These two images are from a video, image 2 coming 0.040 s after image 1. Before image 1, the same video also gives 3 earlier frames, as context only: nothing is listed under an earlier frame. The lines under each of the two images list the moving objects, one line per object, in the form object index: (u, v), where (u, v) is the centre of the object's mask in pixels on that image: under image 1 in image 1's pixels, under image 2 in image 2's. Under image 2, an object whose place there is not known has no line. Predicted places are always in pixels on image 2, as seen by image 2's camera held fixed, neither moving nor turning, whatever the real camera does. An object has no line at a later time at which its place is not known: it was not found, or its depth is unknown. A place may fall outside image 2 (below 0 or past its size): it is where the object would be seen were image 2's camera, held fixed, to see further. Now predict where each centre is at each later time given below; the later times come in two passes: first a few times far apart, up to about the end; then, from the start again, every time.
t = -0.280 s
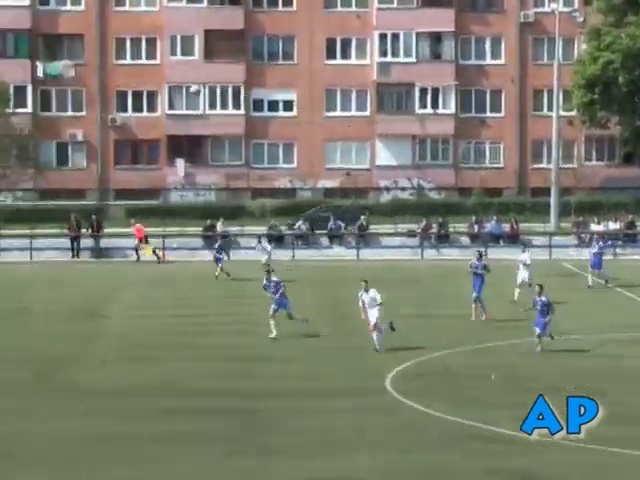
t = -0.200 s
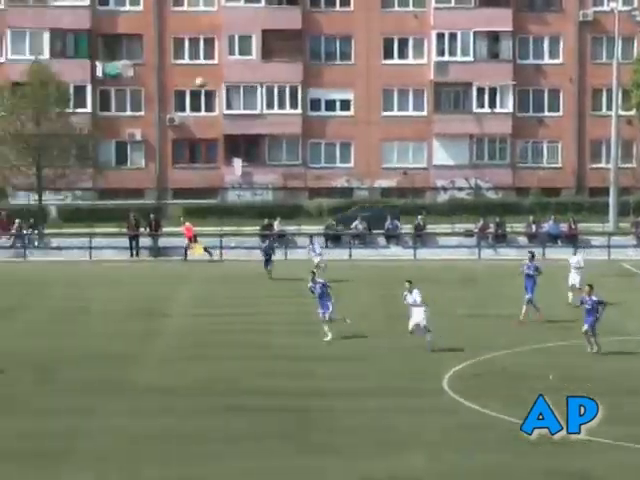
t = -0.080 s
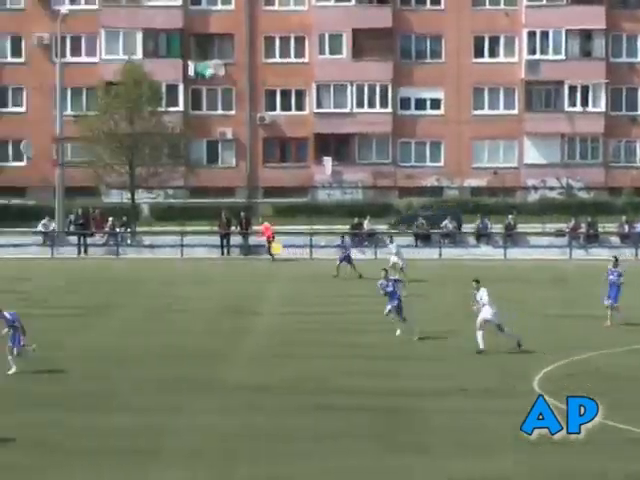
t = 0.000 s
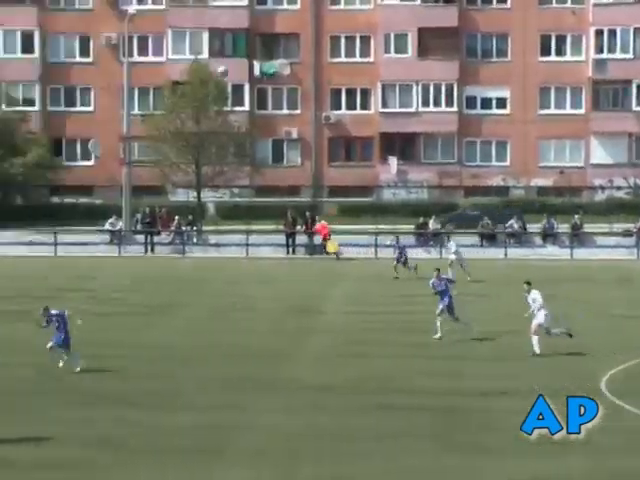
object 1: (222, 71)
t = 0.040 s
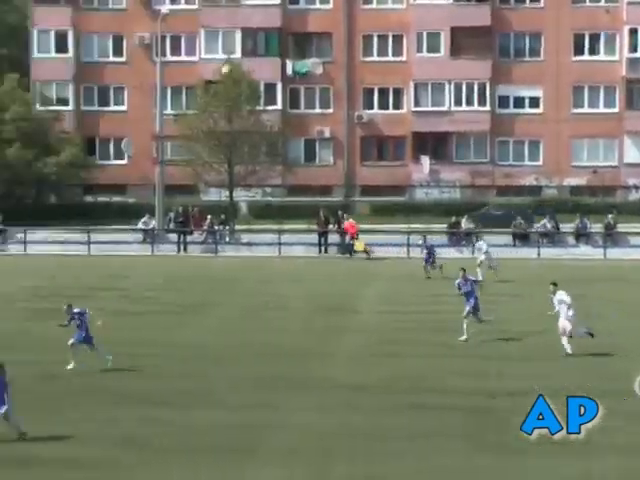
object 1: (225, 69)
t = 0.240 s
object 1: (81, 77)
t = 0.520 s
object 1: (-142, 115)
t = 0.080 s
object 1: (199, 71)
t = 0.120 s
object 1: (170, 71)
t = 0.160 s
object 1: (141, 73)
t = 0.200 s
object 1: (112, 75)
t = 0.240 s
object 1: (81, 77)
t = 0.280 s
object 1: (52, 82)
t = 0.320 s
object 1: (21, 84)
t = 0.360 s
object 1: (-11, 88)
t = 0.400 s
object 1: (-42, 93)
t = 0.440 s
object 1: (-75, 101)
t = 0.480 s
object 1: (-107, 108)
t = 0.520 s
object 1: (-142, 115)
